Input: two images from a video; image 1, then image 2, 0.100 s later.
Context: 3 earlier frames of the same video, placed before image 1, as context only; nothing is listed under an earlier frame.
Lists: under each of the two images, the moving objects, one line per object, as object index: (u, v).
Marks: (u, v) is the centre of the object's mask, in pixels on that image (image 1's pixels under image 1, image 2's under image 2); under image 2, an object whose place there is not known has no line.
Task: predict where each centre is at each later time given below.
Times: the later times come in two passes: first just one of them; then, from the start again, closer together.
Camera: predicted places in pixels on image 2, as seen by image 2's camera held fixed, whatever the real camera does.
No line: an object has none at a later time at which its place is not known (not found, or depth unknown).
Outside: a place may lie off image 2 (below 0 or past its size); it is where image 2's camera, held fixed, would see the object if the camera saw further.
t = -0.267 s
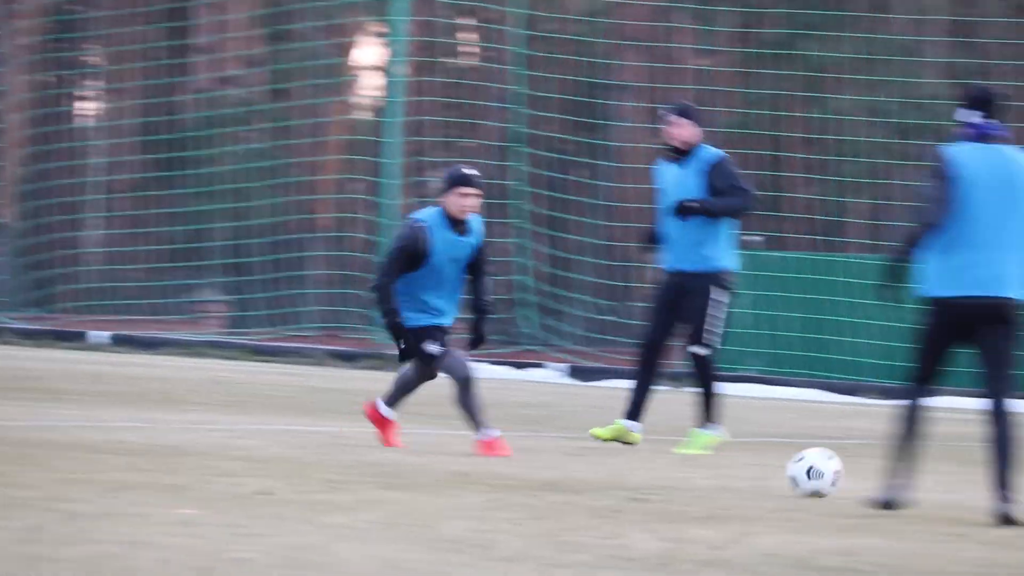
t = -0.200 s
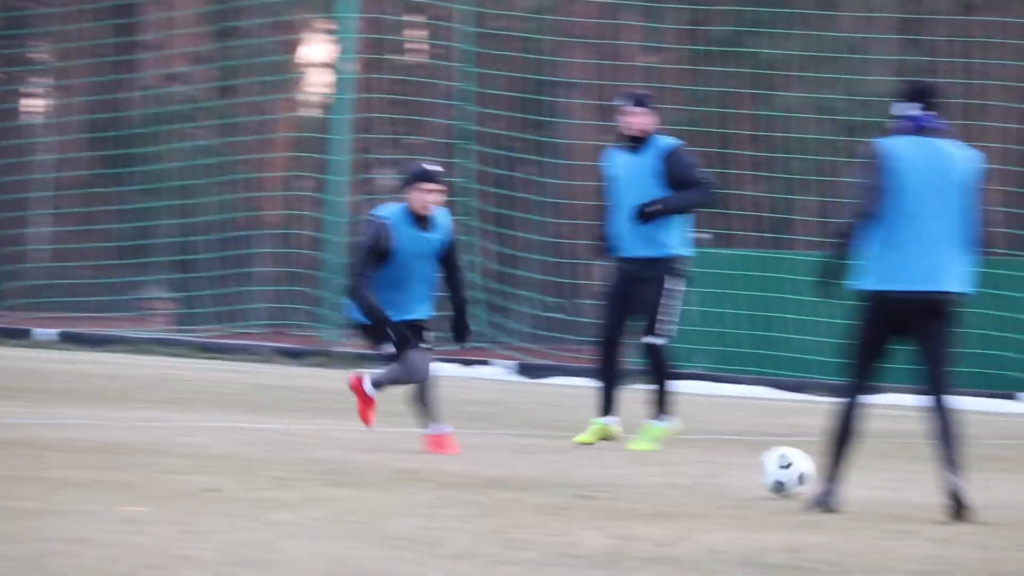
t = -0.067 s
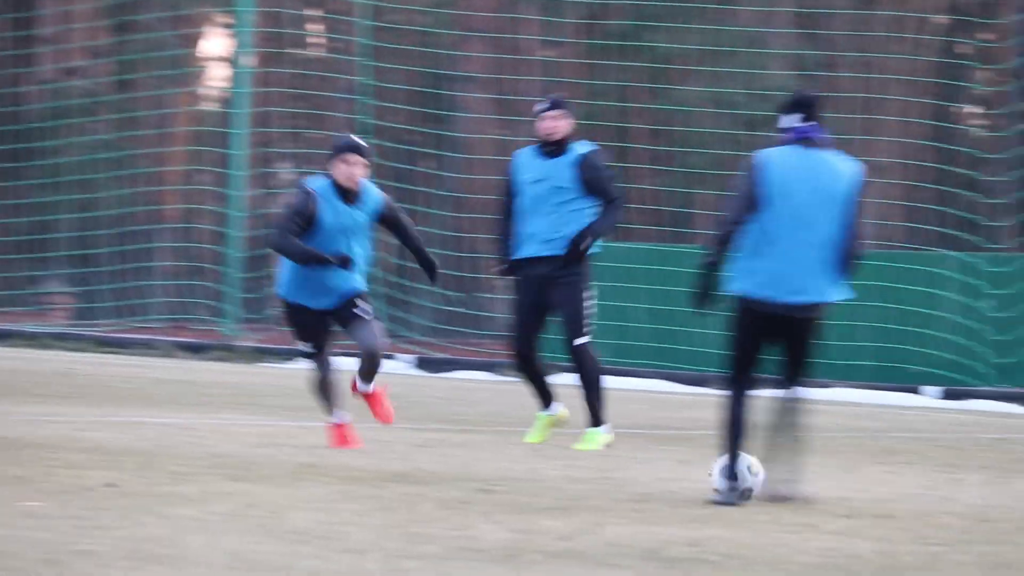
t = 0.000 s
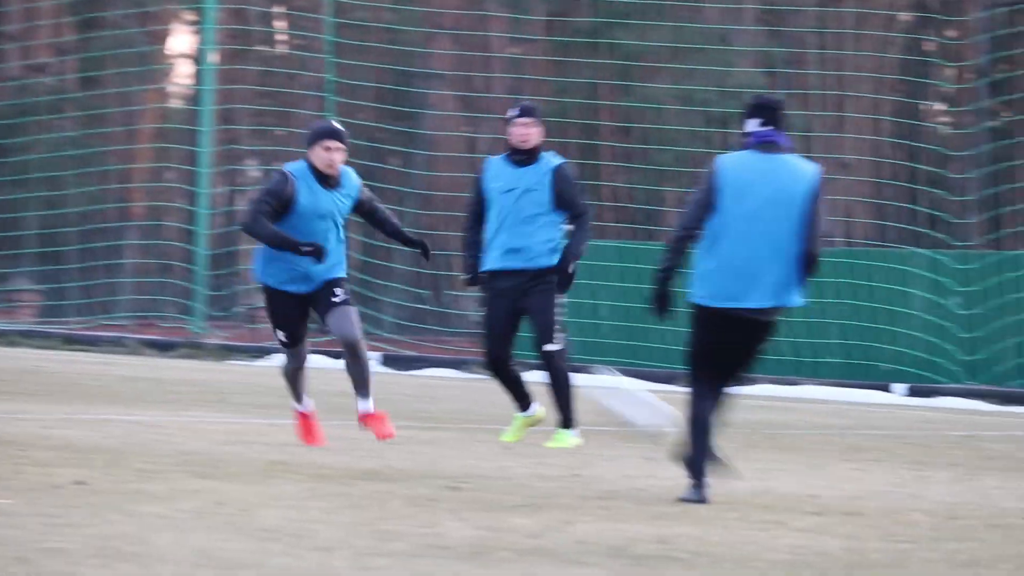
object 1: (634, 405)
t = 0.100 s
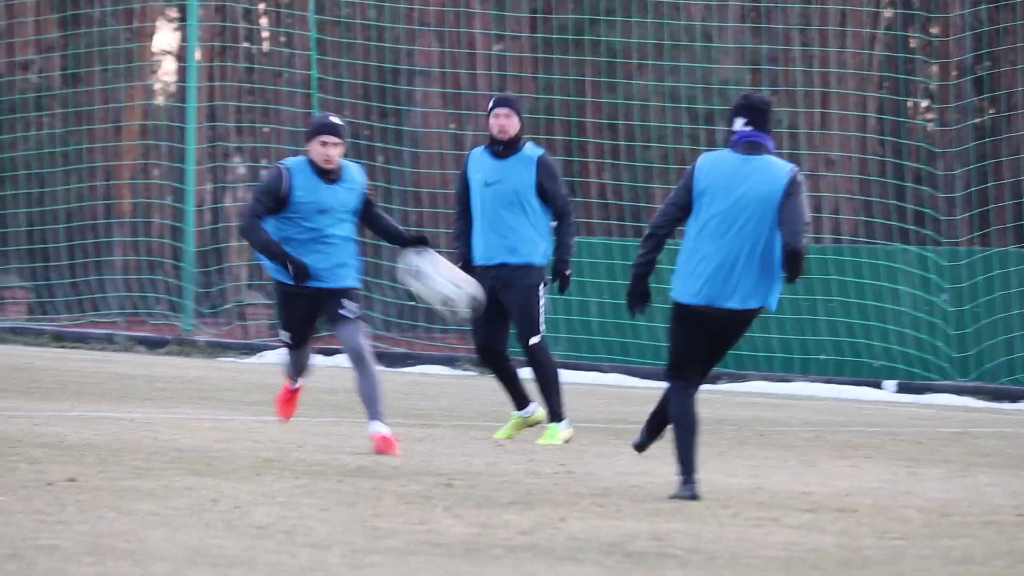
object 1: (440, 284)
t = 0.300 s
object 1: (103, 117)
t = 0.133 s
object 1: (383, 250)
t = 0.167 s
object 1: (323, 218)
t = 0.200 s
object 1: (266, 188)
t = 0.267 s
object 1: (157, 138)
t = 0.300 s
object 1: (103, 117)
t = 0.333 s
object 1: (47, 98)
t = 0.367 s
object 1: (-8, 81)
